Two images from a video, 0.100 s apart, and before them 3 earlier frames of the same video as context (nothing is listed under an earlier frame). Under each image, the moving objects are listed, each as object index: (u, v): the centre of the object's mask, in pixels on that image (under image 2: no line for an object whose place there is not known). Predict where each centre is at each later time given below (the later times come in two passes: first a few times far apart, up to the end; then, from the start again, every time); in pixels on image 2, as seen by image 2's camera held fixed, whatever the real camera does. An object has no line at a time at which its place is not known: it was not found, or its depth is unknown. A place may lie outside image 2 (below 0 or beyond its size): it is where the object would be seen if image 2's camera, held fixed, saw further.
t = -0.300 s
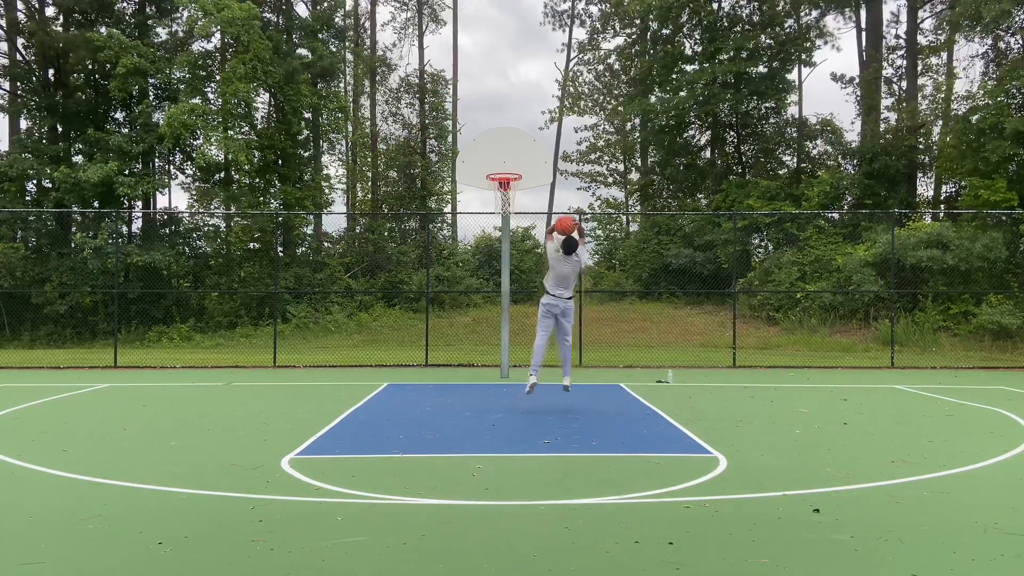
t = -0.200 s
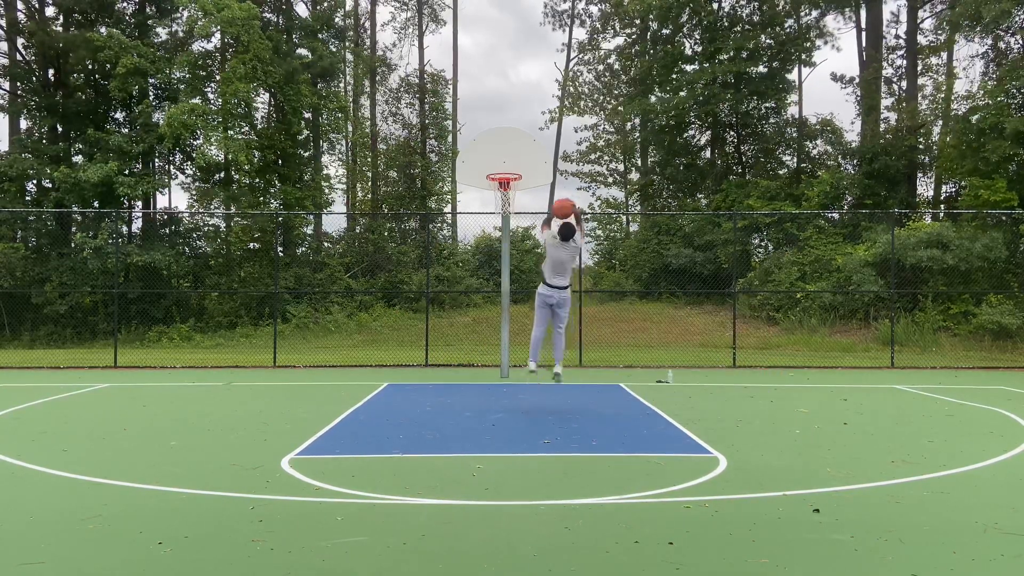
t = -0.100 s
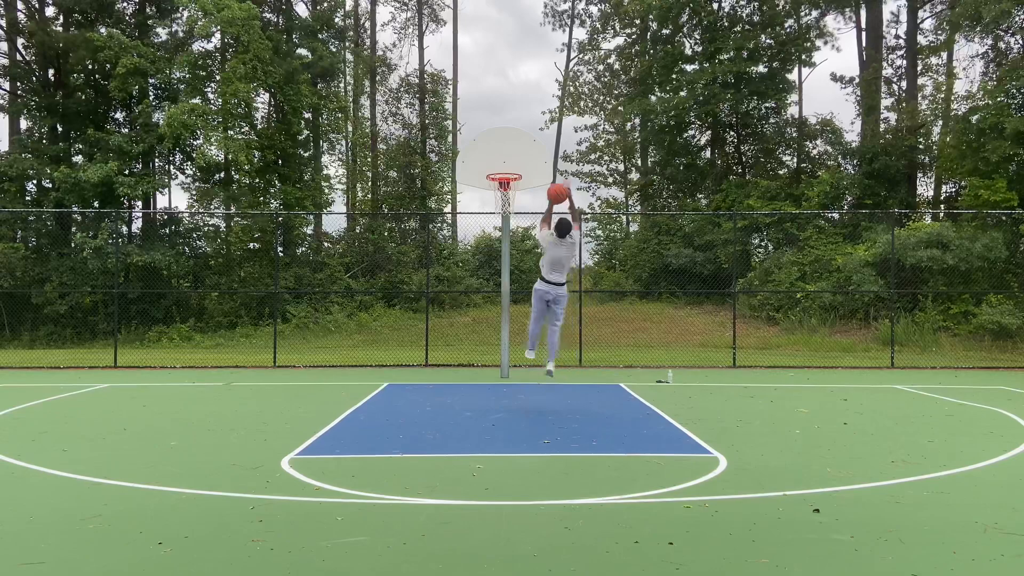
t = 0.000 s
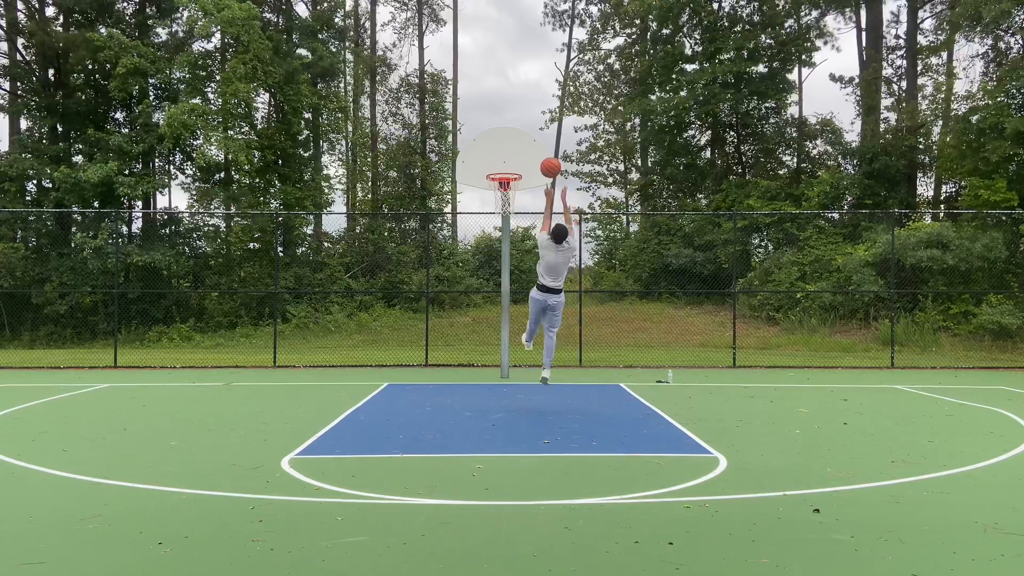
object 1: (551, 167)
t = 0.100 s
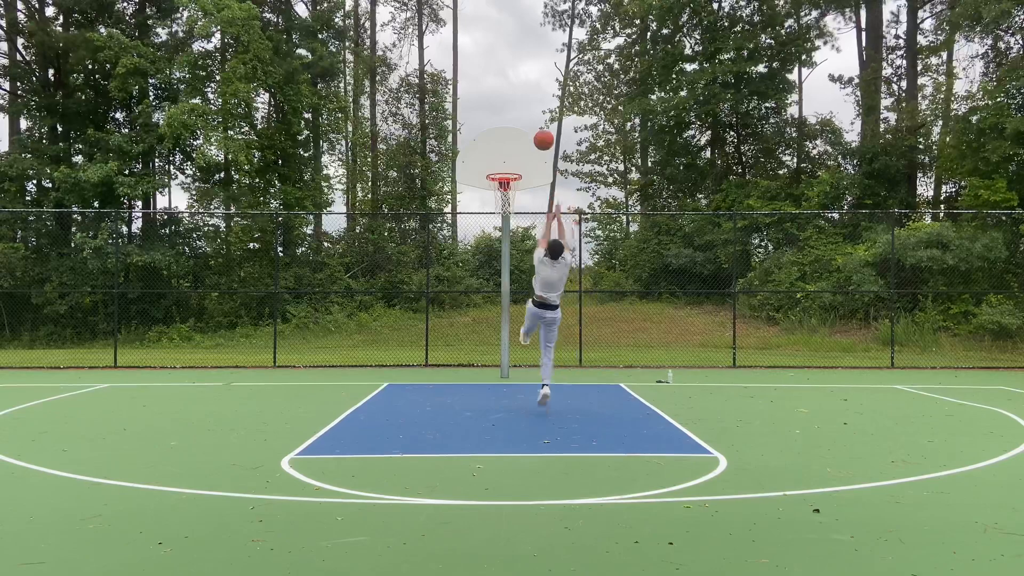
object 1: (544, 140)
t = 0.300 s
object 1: (531, 112)
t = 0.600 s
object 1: (513, 131)
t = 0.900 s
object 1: (500, 195)
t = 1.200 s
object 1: (494, 239)
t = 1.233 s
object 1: (494, 245)
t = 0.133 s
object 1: (542, 133)
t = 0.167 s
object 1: (539, 127)
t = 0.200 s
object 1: (537, 122)
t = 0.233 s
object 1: (535, 118)
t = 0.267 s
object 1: (533, 115)
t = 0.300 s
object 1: (531, 112)
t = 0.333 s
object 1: (529, 111)
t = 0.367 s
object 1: (527, 111)
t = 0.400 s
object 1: (525, 111)
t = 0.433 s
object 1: (523, 112)
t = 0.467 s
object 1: (521, 115)
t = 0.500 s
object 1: (519, 117)
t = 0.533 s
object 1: (517, 121)
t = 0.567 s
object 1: (515, 125)
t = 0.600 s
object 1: (513, 131)
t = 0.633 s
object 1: (511, 137)
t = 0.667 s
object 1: (509, 143)
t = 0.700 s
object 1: (508, 151)
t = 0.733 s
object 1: (506, 159)
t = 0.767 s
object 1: (504, 167)
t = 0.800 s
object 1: (503, 174)
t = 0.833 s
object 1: (502, 181)
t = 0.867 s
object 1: (500, 188)
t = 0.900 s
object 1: (500, 195)
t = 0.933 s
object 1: (499, 198)
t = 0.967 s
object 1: (498, 200)
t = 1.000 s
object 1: (498, 204)
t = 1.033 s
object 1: (497, 208)
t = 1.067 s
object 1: (496, 212)
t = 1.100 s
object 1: (496, 217)
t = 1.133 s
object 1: (495, 224)
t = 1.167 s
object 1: (495, 230)
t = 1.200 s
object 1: (494, 239)
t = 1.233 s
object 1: (494, 245)
